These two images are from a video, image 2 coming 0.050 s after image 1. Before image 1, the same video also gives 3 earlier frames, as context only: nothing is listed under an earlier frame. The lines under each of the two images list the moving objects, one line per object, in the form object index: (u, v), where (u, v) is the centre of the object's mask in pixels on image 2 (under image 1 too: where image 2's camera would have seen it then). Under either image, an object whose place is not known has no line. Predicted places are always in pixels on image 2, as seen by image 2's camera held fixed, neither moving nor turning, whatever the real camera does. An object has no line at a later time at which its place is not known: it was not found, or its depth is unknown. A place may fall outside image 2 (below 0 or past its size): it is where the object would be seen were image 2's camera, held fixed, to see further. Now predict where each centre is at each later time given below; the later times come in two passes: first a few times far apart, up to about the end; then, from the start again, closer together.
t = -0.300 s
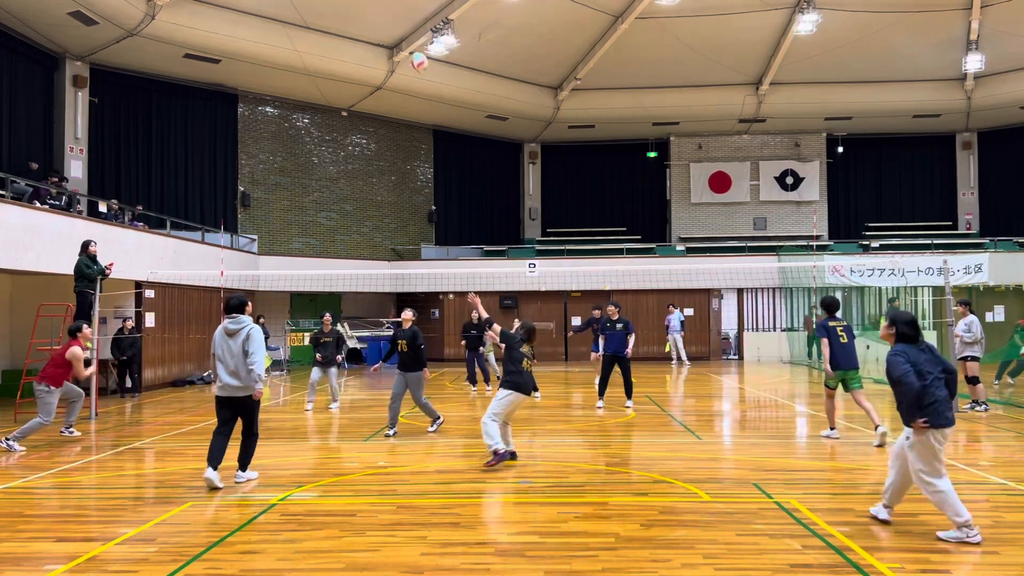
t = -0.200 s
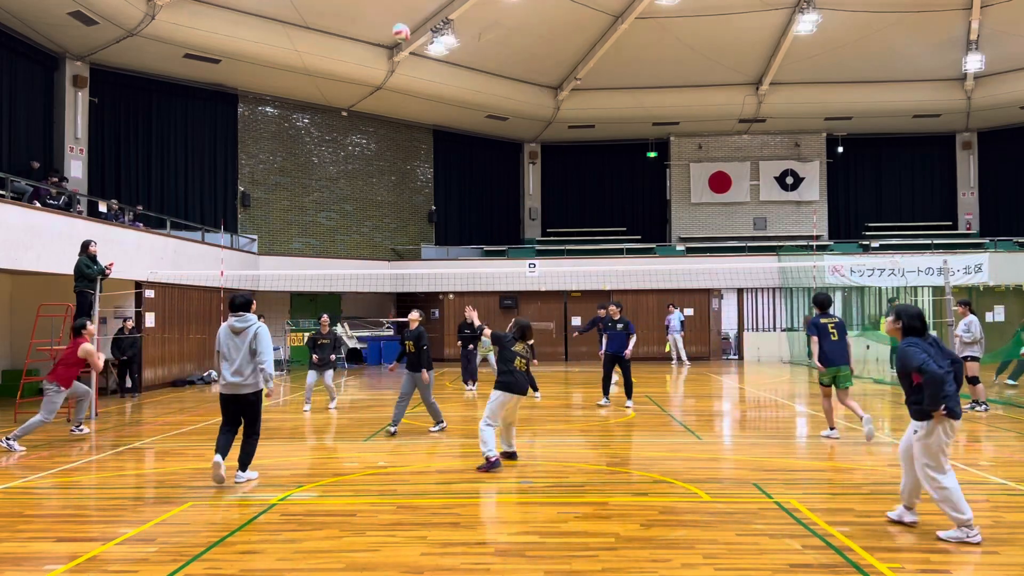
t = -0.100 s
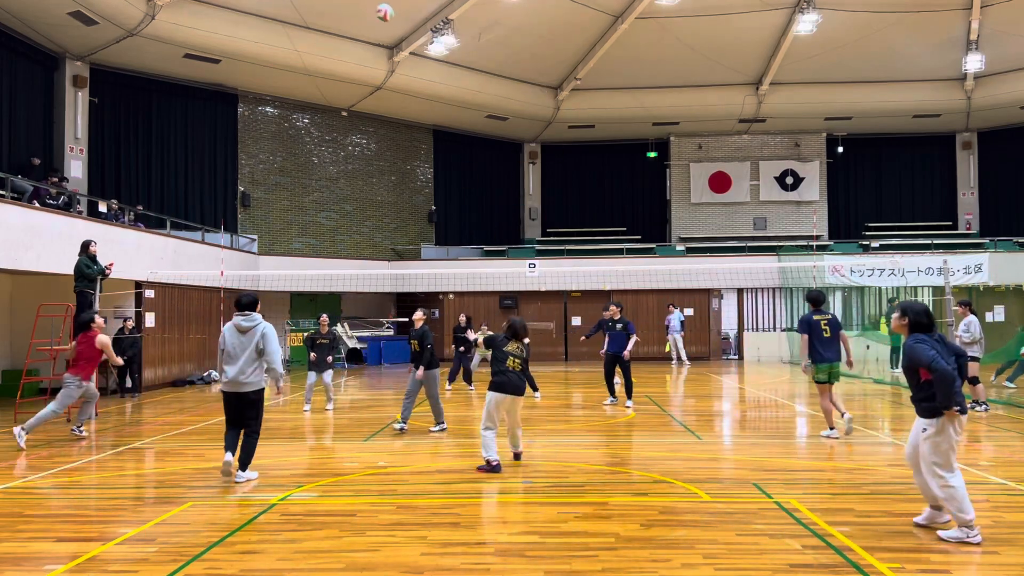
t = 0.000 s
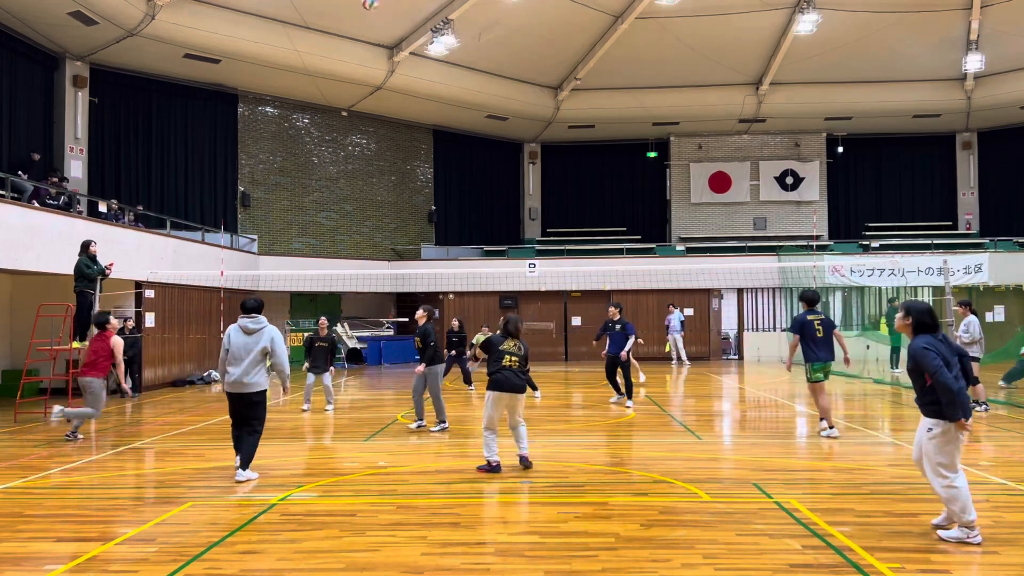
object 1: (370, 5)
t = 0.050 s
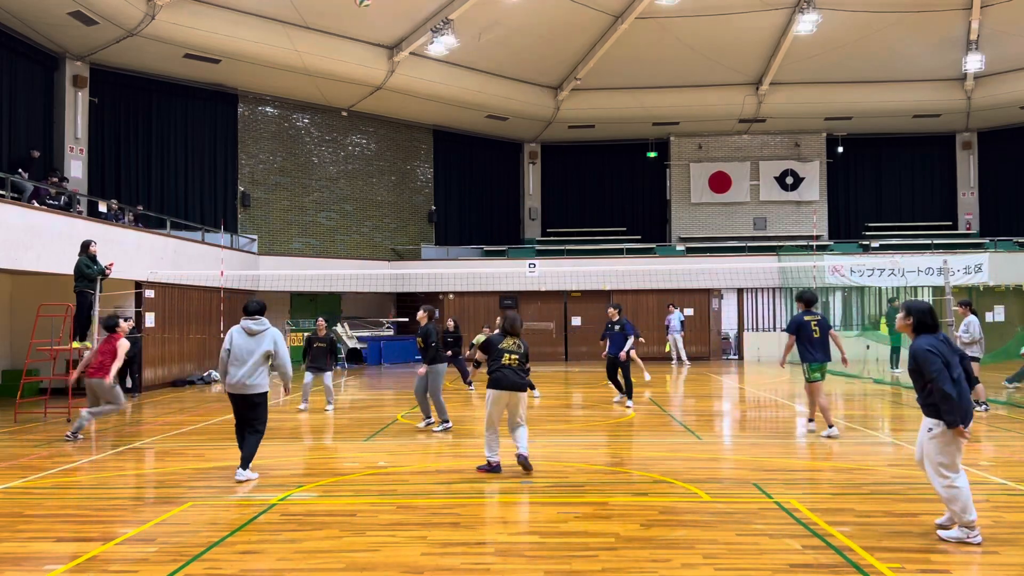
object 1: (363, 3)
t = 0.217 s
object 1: (341, 5)
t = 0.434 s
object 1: (316, 38)
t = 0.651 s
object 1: (293, 101)
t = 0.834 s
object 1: (276, 171)
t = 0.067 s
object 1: (361, 3)
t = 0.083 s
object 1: (359, 3)
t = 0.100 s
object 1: (356, 3)
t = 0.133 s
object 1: (351, 3)
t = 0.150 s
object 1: (349, 3)
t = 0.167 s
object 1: (347, 4)
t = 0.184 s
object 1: (344, 4)
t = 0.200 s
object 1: (343, 5)
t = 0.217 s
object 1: (341, 5)
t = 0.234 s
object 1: (339, 6)
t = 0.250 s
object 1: (337, 7)
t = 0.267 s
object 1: (335, 9)
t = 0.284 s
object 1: (333, 11)
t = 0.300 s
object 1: (330, 13)
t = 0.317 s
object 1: (328, 16)
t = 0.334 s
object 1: (327, 18)
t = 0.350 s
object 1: (325, 21)
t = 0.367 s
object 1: (323, 25)
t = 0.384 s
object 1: (321, 27)
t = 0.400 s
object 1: (319, 31)
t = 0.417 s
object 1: (317, 34)
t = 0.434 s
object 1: (316, 38)
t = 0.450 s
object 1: (314, 41)
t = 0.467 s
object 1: (312, 45)
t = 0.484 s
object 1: (310, 50)
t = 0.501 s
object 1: (308, 54)
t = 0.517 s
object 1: (307, 59)
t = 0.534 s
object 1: (304, 64)
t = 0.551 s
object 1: (303, 68)
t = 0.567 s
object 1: (301, 73)
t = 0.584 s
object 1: (299, 78)
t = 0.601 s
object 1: (298, 84)
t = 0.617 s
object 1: (296, 89)
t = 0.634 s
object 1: (295, 95)
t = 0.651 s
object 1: (293, 101)
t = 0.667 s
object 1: (291, 107)
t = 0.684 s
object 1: (290, 113)
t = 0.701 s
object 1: (288, 119)
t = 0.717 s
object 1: (287, 125)
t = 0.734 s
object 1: (285, 131)
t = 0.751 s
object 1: (284, 137)
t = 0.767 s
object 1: (282, 144)
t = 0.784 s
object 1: (280, 151)
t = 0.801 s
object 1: (279, 158)
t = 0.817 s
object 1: (278, 165)
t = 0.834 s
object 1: (276, 171)
